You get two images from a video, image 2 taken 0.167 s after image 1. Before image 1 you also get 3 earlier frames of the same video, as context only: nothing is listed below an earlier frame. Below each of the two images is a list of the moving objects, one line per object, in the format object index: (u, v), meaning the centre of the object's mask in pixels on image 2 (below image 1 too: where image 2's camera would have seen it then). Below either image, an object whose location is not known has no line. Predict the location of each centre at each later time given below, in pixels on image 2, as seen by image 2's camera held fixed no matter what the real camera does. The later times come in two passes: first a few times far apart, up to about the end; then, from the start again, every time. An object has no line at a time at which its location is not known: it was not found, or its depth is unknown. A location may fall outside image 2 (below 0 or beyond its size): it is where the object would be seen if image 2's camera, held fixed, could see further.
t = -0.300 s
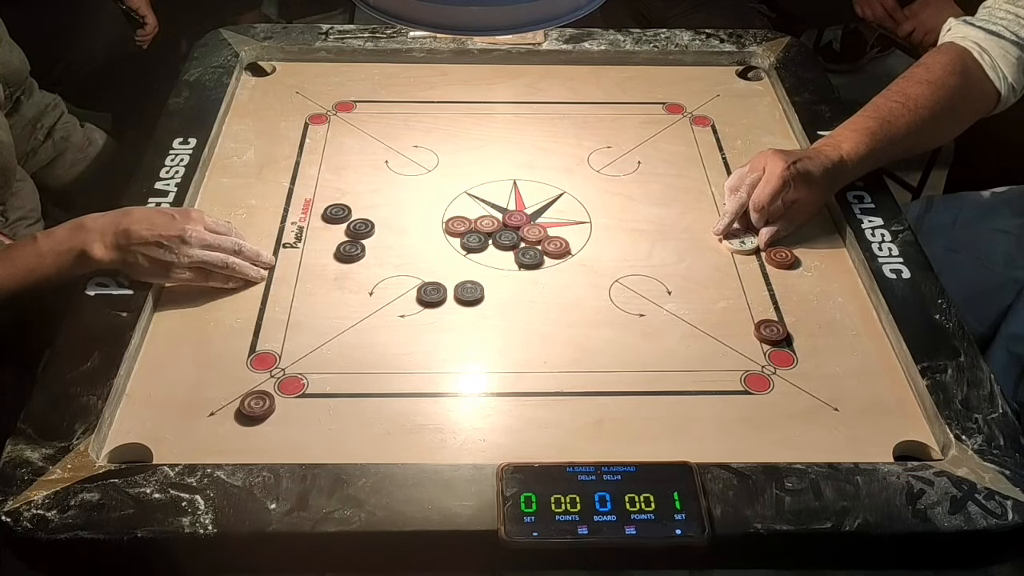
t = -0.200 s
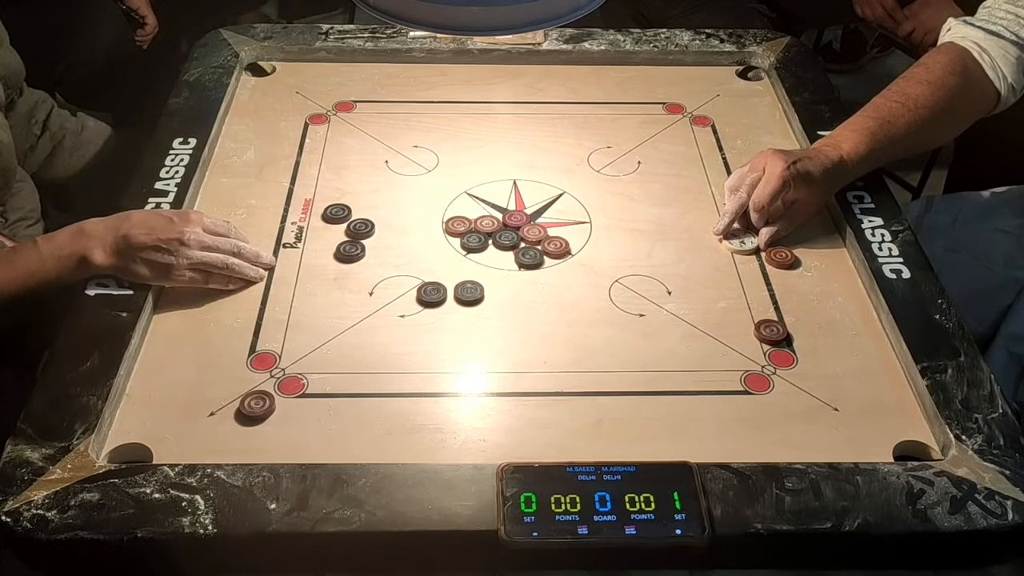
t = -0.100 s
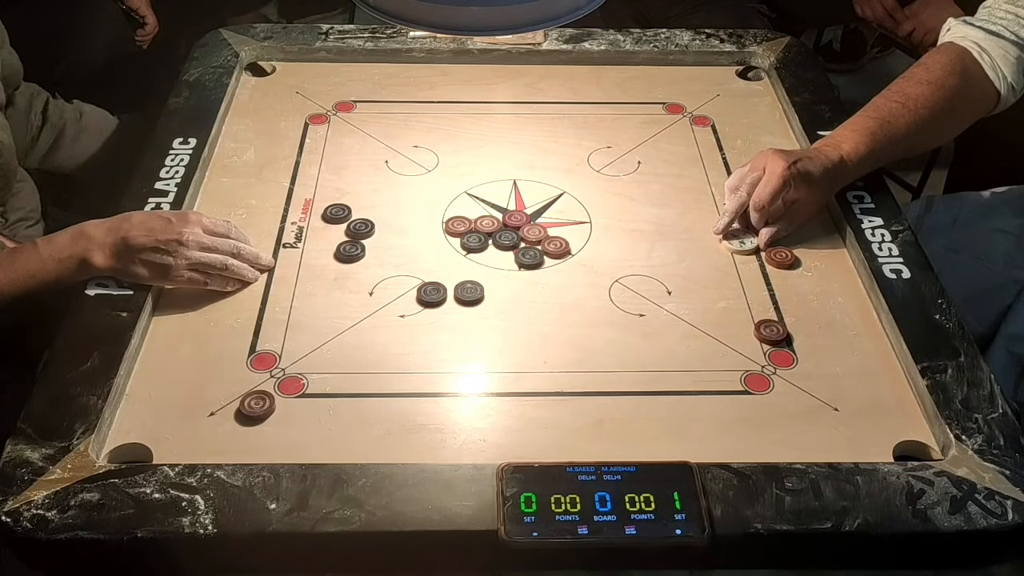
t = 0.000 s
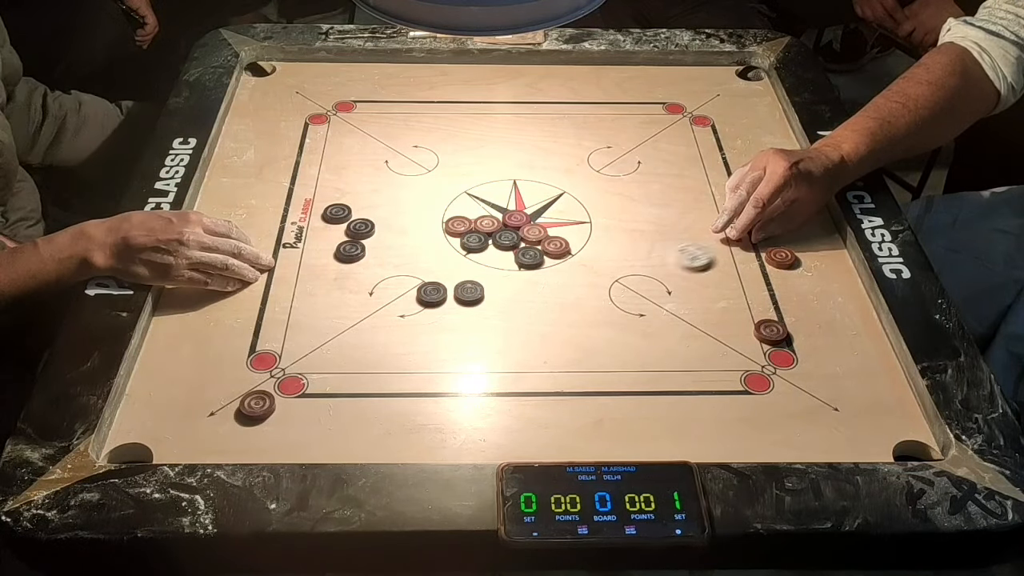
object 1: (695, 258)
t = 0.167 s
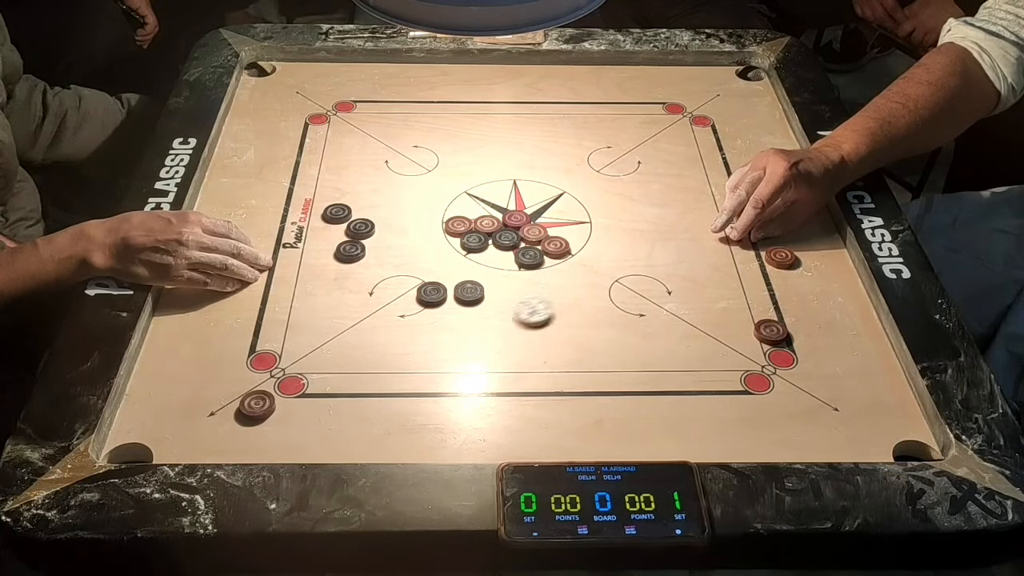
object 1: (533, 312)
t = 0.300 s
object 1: (415, 353)
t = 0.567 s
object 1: (269, 402)
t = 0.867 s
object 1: (260, 406)
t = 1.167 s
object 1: (260, 405)
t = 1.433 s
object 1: (260, 405)
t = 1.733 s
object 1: (260, 405)
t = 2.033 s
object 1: (260, 405)
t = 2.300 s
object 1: (260, 405)
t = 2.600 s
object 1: (260, 405)
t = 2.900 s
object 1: (260, 405)
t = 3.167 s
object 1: (260, 405)
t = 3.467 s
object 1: (260, 405)
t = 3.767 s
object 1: (260, 405)
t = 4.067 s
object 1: (260, 405)
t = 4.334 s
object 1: (260, 405)
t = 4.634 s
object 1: (260, 405)
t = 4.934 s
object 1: (260, 405)
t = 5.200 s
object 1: (260, 405)
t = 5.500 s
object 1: (260, 405)
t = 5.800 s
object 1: (260, 405)
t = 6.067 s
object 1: (260, 405)
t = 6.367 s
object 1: (260, 405)
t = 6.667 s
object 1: (260, 405)
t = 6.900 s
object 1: (260, 405)
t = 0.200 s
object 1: (503, 323)
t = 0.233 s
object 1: (472, 334)
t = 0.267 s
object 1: (443, 343)
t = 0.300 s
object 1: (415, 353)
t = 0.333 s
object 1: (387, 362)
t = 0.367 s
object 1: (360, 371)
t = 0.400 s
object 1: (336, 380)
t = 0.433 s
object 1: (311, 389)
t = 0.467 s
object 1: (292, 395)
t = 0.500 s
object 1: (283, 398)
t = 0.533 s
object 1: (275, 400)
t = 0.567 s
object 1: (269, 402)
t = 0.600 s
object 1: (264, 404)
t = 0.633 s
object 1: (262, 405)
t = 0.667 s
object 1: (260, 406)
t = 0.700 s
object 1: (260, 406)
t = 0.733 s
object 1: (260, 405)
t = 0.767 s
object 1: (260, 405)
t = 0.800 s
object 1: (260, 405)
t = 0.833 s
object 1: (260, 406)
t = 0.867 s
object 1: (260, 406)
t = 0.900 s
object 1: (260, 406)
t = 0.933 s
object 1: (260, 405)
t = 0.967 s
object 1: (260, 405)
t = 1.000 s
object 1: (260, 405)
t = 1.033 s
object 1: (260, 405)
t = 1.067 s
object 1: (260, 405)
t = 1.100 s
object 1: (260, 405)
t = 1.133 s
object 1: (260, 405)
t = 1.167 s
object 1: (260, 405)
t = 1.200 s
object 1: (260, 405)
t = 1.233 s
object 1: (260, 405)
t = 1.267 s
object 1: (260, 405)
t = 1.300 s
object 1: (260, 405)
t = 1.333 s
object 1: (260, 405)
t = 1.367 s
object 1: (260, 405)
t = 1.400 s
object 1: (260, 405)
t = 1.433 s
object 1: (260, 405)
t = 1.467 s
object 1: (260, 405)
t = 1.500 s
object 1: (260, 405)
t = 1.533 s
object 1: (260, 405)
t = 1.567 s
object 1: (260, 405)
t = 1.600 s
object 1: (260, 405)
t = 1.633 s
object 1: (260, 405)
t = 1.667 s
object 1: (260, 405)
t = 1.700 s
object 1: (260, 405)
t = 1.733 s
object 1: (260, 405)
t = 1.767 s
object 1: (260, 405)
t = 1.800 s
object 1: (260, 405)
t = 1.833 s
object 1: (260, 405)
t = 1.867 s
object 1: (260, 405)
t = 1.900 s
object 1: (260, 405)
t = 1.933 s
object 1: (260, 405)
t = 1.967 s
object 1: (260, 405)
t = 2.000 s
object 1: (260, 405)
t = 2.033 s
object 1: (260, 405)
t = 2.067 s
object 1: (260, 405)
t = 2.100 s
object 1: (260, 405)
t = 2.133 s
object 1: (260, 405)
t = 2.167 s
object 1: (260, 405)
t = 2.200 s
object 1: (260, 405)
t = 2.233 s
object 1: (260, 405)
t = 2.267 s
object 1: (260, 405)
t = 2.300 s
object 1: (260, 405)
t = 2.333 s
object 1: (260, 405)
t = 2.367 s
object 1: (260, 405)
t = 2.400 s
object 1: (260, 405)
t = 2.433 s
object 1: (260, 405)
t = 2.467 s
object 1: (260, 405)
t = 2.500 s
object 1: (260, 405)
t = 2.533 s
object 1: (260, 405)
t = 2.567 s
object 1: (260, 405)
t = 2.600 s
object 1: (260, 405)
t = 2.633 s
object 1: (260, 405)
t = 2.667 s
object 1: (260, 405)
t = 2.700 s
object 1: (260, 405)
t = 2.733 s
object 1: (260, 405)
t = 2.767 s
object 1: (260, 405)
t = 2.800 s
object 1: (260, 405)
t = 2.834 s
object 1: (260, 405)
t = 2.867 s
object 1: (260, 405)
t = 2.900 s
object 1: (260, 405)
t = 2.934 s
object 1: (260, 405)
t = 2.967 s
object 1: (260, 405)
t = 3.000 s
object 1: (260, 405)
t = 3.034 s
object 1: (260, 405)
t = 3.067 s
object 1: (260, 405)
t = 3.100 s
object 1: (260, 405)
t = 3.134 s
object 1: (260, 405)
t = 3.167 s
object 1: (260, 405)
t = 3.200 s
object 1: (260, 405)
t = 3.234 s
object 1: (260, 405)
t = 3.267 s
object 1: (260, 405)
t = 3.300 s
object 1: (260, 405)
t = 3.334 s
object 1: (260, 405)
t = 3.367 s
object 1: (260, 405)
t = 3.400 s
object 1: (260, 405)
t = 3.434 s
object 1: (260, 405)
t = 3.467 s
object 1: (260, 405)
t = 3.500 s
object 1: (260, 405)
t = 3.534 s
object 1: (260, 405)
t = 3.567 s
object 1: (260, 405)
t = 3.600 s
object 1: (260, 405)
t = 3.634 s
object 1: (260, 405)
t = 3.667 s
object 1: (260, 405)
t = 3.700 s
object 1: (260, 405)
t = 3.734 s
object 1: (260, 405)
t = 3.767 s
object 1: (260, 405)
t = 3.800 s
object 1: (260, 405)
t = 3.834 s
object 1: (260, 405)
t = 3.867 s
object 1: (260, 405)
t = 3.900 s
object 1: (260, 405)
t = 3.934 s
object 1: (260, 405)
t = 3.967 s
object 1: (260, 405)
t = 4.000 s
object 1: (260, 405)
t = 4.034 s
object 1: (260, 405)
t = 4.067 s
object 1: (260, 405)
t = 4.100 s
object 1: (260, 405)
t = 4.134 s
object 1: (260, 405)
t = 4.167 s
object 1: (260, 405)
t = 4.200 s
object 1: (260, 405)
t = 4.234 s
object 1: (260, 405)
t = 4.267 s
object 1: (260, 405)
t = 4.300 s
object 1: (260, 405)
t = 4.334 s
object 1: (260, 405)
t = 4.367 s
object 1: (260, 405)
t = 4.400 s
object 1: (260, 405)
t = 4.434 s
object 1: (260, 405)
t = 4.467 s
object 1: (260, 405)
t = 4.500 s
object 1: (260, 405)
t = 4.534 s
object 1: (260, 405)
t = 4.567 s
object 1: (260, 405)
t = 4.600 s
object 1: (260, 405)
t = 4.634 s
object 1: (260, 405)
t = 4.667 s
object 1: (260, 405)
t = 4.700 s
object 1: (260, 405)
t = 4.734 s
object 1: (260, 405)
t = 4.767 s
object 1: (260, 405)
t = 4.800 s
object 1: (260, 405)
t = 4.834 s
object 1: (260, 405)
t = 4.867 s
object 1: (260, 405)
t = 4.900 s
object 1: (260, 405)
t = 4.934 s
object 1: (260, 405)
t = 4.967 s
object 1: (260, 405)
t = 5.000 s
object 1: (260, 405)
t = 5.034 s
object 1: (260, 405)
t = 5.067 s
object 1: (260, 405)
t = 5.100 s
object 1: (260, 405)
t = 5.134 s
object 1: (260, 405)
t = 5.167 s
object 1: (260, 405)
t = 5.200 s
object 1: (260, 405)
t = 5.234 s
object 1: (260, 405)
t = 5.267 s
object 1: (260, 405)
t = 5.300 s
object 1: (260, 405)
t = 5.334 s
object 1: (260, 405)
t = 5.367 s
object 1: (260, 405)
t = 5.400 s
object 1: (260, 405)
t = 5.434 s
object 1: (260, 405)
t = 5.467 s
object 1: (260, 405)
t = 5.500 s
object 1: (260, 405)
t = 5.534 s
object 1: (260, 405)
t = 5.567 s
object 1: (260, 405)
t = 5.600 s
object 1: (260, 405)
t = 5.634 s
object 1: (260, 405)
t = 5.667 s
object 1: (260, 405)
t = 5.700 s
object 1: (260, 405)
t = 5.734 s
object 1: (260, 405)
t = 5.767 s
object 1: (260, 405)
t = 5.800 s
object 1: (260, 405)
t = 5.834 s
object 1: (260, 405)
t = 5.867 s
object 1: (260, 405)
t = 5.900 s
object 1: (260, 405)
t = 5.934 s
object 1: (260, 405)
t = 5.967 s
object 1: (260, 405)
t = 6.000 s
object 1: (260, 405)
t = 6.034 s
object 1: (260, 405)
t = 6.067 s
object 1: (260, 405)
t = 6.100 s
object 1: (260, 405)
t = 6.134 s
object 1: (260, 405)
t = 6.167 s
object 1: (260, 405)
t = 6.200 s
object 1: (260, 405)
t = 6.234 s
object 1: (260, 405)
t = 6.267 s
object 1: (260, 405)
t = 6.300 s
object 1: (260, 405)
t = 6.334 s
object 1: (260, 405)
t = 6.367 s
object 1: (260, 405)
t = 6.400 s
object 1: (260, 405)
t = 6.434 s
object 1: (260, 405)
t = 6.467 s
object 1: (260, 405)
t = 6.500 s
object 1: (260, 405)
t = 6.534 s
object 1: (260, 405)
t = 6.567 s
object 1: (260, 405)
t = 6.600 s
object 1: (260, 405)
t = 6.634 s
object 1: (260, 405)
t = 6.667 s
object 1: (260, 405)
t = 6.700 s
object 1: (260, 405)
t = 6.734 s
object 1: (260, 405)
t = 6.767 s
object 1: (260, 405)
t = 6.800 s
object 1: (260, 405)
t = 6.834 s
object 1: (260, 405)
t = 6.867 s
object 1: (260, 405)
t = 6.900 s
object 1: (260, 405)
